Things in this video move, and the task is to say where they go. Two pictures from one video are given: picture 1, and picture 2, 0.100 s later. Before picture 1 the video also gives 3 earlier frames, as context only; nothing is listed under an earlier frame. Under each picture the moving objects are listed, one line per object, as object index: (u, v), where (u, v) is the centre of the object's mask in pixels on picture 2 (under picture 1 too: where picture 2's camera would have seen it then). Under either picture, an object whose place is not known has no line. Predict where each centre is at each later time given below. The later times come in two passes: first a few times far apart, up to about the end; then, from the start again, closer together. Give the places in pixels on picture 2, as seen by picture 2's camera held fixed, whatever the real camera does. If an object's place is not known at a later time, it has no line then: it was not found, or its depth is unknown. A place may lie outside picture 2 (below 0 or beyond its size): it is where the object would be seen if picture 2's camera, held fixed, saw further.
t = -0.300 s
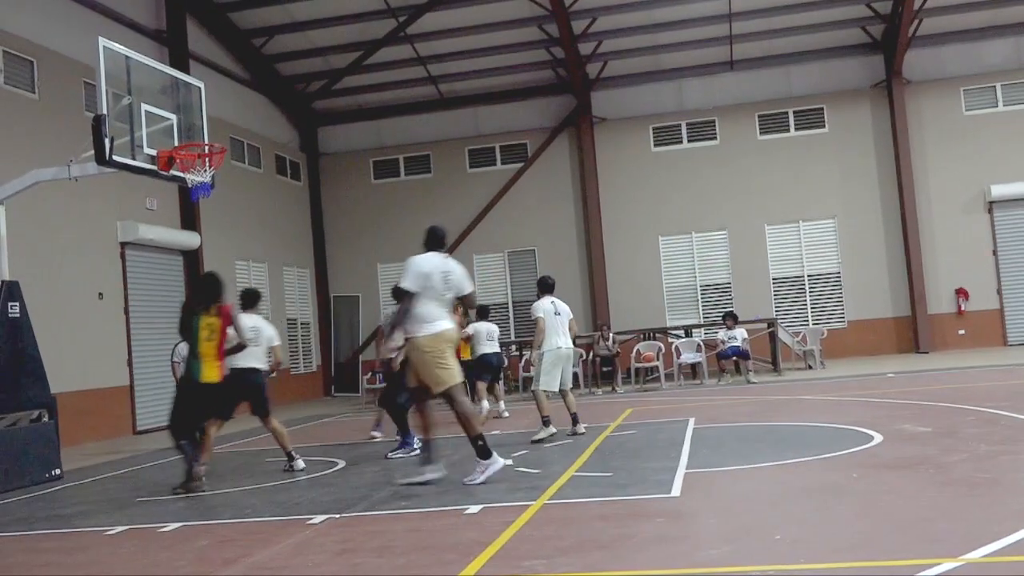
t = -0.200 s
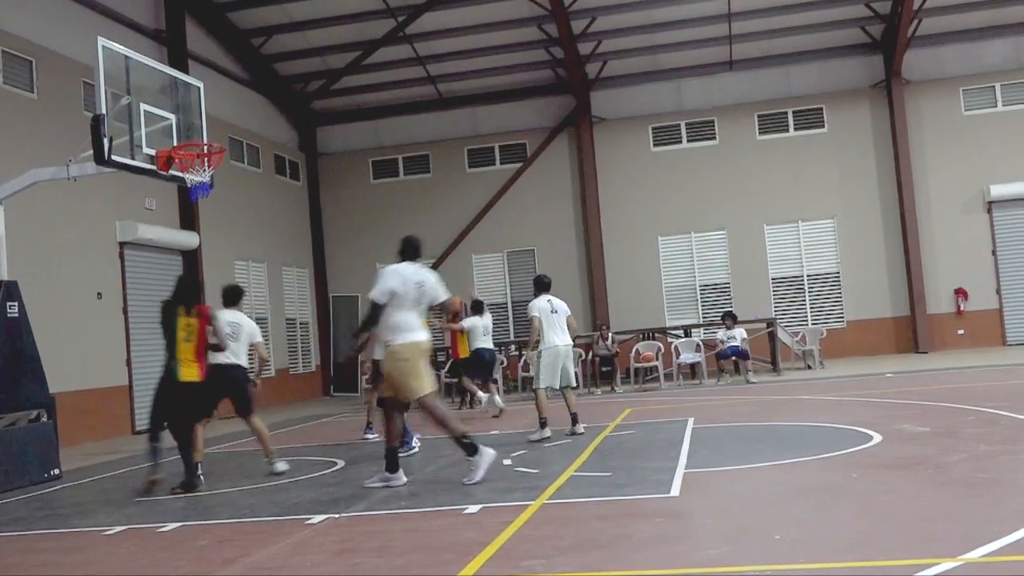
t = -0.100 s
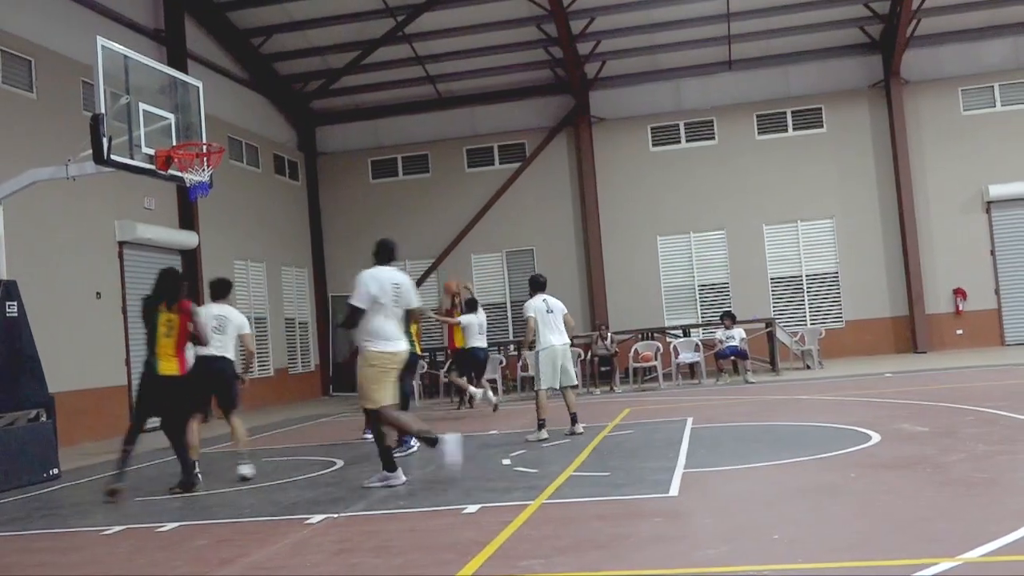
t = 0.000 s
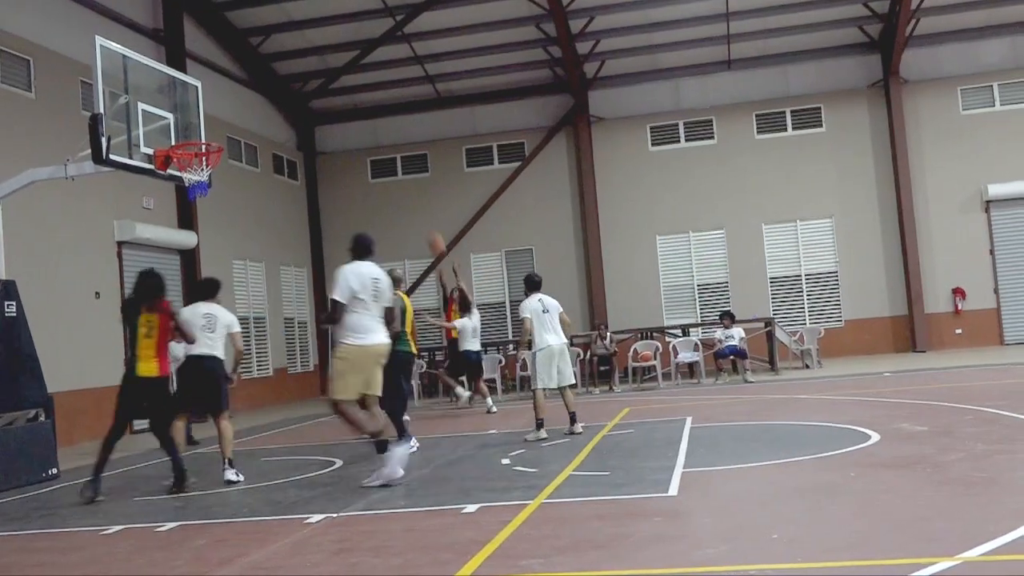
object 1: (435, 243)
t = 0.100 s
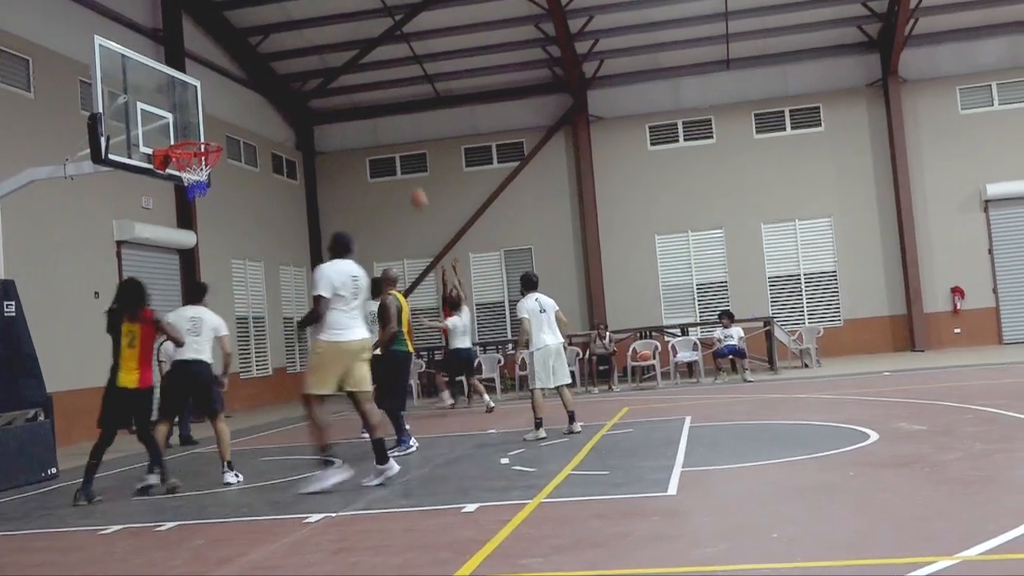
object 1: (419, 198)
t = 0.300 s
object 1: (385, 123)
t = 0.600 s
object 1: (328, 51)
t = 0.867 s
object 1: (274, 37)
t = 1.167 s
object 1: (207, 97)
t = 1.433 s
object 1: (234, 138)
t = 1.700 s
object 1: (341, 171)
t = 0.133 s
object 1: (414, 185)
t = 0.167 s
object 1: (408, 171)
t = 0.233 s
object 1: (397, 145)
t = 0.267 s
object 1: (391, 134)
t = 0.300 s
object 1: (385, 123)
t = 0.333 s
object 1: (378, 112)
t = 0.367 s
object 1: (371, 103)
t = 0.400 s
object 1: (367, 93)
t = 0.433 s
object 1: (361, 85)
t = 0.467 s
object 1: (354, 76)
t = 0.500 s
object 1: (348, 70)
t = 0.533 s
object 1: (343, 64)
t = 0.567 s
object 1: (334, 56)
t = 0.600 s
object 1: (328, 51)
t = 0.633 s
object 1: (322, 47)
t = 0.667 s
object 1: (316, 43)
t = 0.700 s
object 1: (310, 41)
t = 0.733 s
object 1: (302, 37)
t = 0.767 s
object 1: (295, 36)
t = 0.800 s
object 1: (288, 36)
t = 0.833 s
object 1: (280, 36)
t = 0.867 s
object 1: (274, 37)
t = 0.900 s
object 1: (265, 40)
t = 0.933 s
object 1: (258, 44)
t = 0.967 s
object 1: (251, 49)
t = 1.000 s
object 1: (244, 54)
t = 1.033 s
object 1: (238, 59)
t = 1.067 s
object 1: (230, 67)
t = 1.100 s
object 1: (223, 76)
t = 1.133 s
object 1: (213, 87)
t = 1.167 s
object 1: (207, 97)
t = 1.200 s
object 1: (197, 112)
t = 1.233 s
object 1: (192, 125)
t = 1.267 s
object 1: (188, 134)
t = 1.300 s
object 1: (188, 140)
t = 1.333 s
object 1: (192, 138)
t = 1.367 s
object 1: (209, 138)
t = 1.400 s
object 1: (222, 138)
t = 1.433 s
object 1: (234, 138)
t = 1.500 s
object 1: (262, 141)
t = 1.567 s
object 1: (289, 147)
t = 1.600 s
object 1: (302, 152)
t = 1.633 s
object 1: (315, 157)
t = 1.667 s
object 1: (328, 165)
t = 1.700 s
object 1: (341, 171)
